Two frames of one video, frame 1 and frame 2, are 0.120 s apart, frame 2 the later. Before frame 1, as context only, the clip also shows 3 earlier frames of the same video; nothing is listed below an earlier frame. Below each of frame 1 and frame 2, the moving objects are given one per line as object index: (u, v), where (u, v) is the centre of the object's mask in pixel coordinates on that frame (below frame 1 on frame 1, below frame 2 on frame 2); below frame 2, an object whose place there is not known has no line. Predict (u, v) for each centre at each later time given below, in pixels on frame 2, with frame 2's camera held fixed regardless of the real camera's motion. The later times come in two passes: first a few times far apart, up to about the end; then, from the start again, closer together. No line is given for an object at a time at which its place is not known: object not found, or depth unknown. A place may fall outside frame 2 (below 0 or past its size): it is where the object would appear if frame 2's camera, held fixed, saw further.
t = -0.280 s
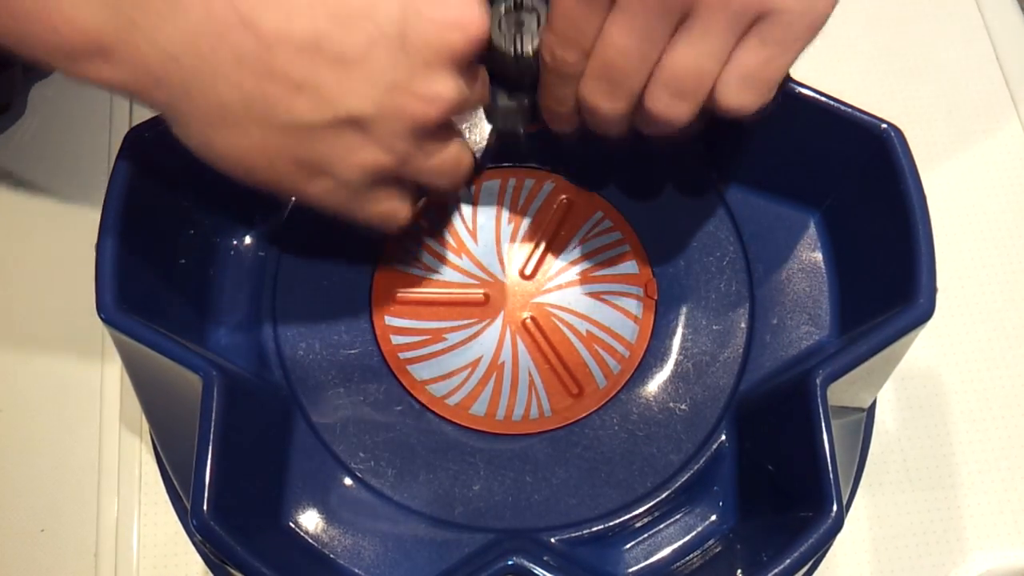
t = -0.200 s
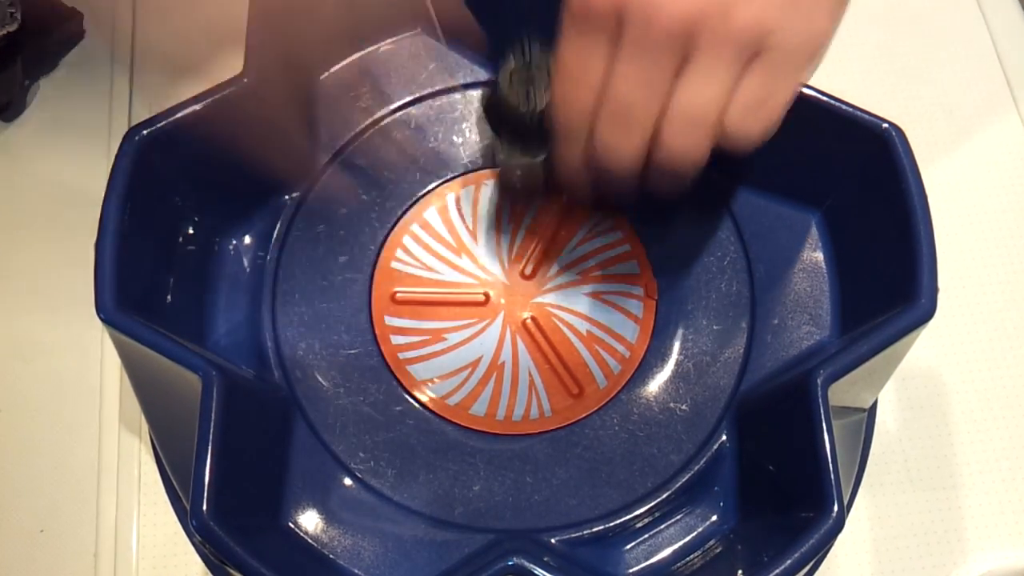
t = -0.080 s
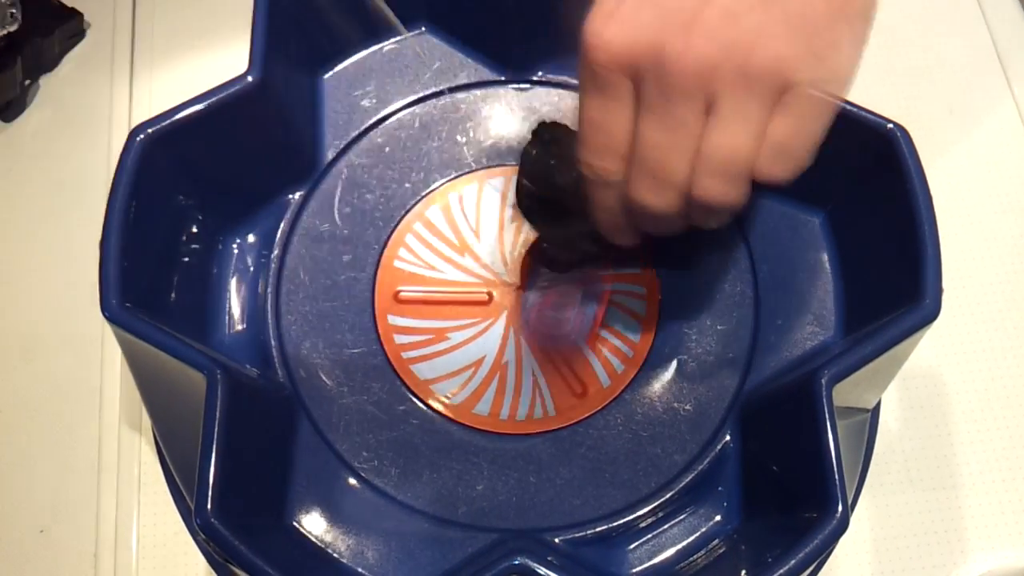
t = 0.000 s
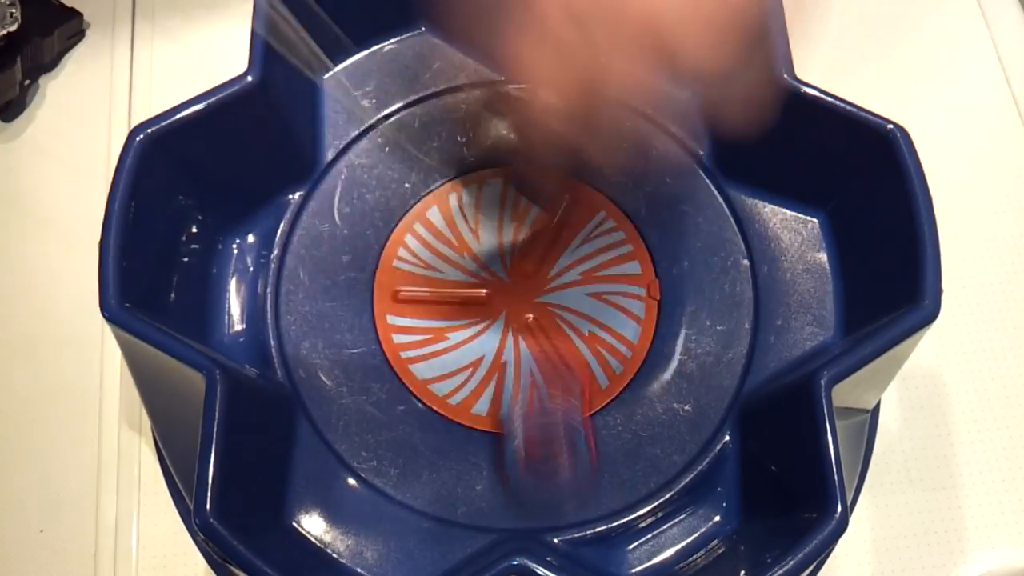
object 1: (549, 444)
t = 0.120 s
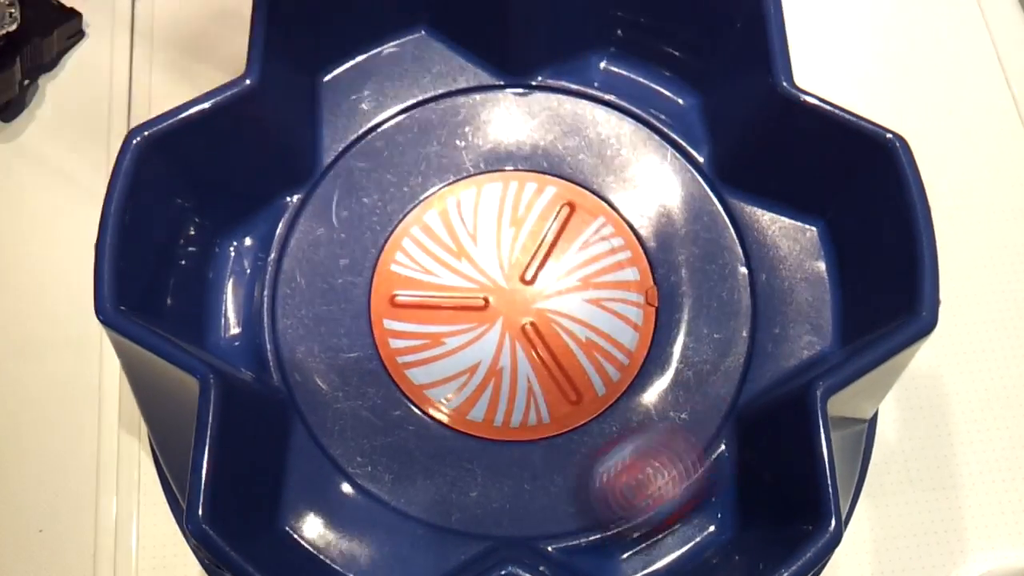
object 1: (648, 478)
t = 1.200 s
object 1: (297, 280)
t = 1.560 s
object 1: (525, 336)
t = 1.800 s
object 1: (438, 127)
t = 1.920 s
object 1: (338, 227)
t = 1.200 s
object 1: (297, 280)
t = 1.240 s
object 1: (320, 325)
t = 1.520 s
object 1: (509, 377)
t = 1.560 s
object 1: (525, 336)
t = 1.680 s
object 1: (518, 207)
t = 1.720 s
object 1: (498, 165)
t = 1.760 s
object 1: (469, 139)
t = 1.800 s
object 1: (438, 127)
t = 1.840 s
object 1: (394, 137)
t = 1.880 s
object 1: (359, 180)
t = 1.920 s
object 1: (338, 227)
